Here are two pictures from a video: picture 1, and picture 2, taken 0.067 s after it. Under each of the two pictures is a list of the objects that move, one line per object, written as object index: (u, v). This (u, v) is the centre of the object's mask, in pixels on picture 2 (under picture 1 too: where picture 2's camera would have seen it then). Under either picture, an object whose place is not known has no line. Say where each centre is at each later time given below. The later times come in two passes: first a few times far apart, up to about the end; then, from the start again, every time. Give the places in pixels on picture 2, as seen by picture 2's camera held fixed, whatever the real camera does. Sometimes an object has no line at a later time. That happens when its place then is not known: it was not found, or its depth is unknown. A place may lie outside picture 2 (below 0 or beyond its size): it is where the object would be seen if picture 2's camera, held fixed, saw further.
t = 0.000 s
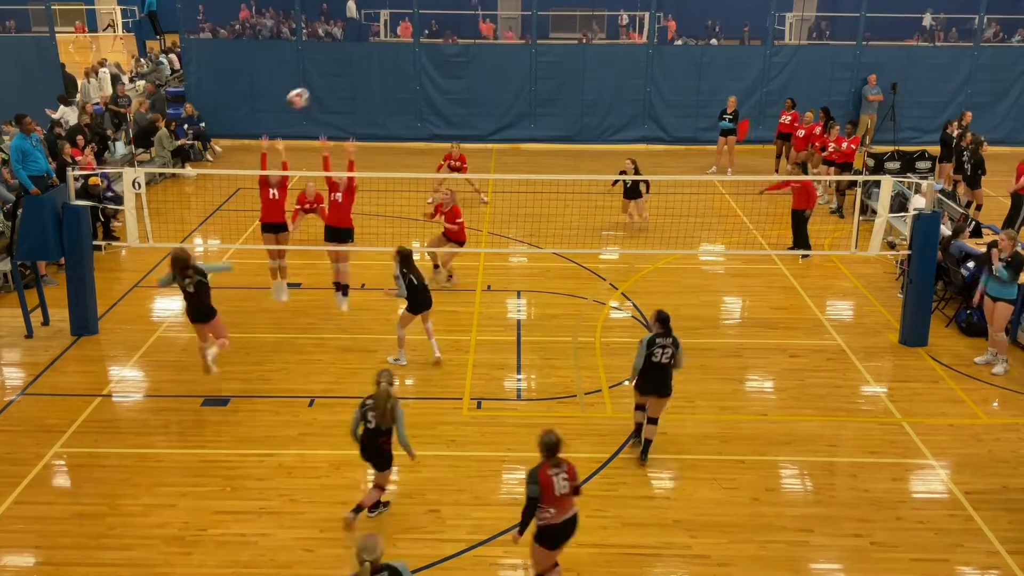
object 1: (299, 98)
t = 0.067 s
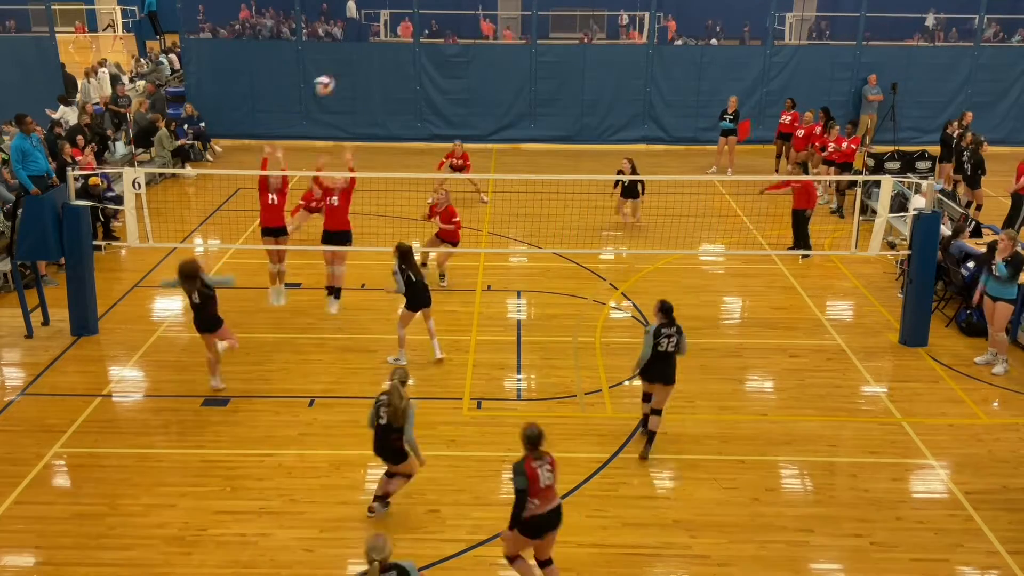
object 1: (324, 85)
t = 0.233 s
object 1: (382, 73)
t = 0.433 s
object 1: (441, 85)
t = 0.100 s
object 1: (336, 81)
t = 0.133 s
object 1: (348, 77)
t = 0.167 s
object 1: (359, 75)
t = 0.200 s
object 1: (371, 74)
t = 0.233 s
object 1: (382, 73)
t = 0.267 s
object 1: (393, 73)
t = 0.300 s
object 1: (403, 74)
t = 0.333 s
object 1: (413, 75)
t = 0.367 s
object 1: (423, 78)
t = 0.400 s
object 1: (432, 81)
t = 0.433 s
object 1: (441, 85)
